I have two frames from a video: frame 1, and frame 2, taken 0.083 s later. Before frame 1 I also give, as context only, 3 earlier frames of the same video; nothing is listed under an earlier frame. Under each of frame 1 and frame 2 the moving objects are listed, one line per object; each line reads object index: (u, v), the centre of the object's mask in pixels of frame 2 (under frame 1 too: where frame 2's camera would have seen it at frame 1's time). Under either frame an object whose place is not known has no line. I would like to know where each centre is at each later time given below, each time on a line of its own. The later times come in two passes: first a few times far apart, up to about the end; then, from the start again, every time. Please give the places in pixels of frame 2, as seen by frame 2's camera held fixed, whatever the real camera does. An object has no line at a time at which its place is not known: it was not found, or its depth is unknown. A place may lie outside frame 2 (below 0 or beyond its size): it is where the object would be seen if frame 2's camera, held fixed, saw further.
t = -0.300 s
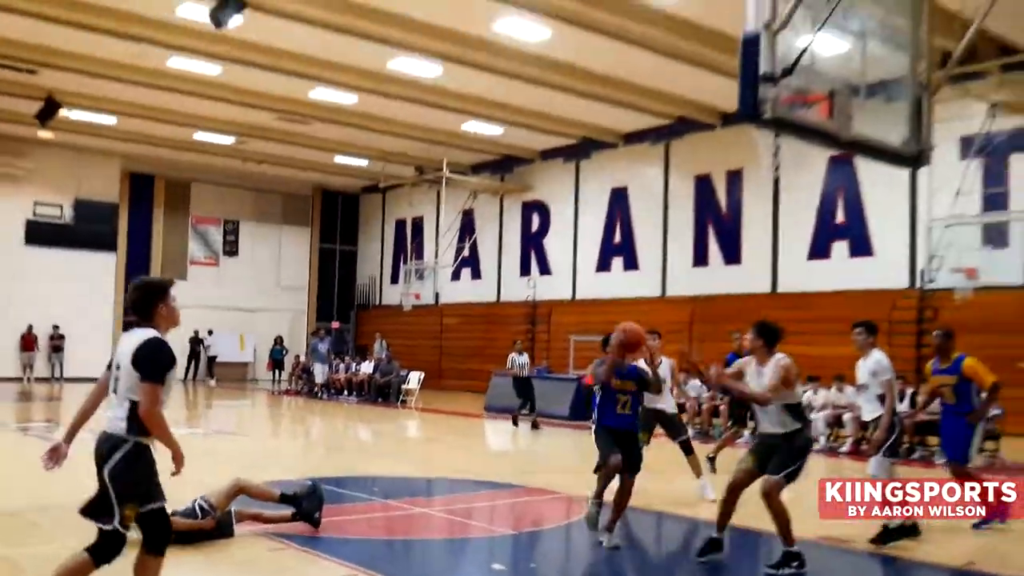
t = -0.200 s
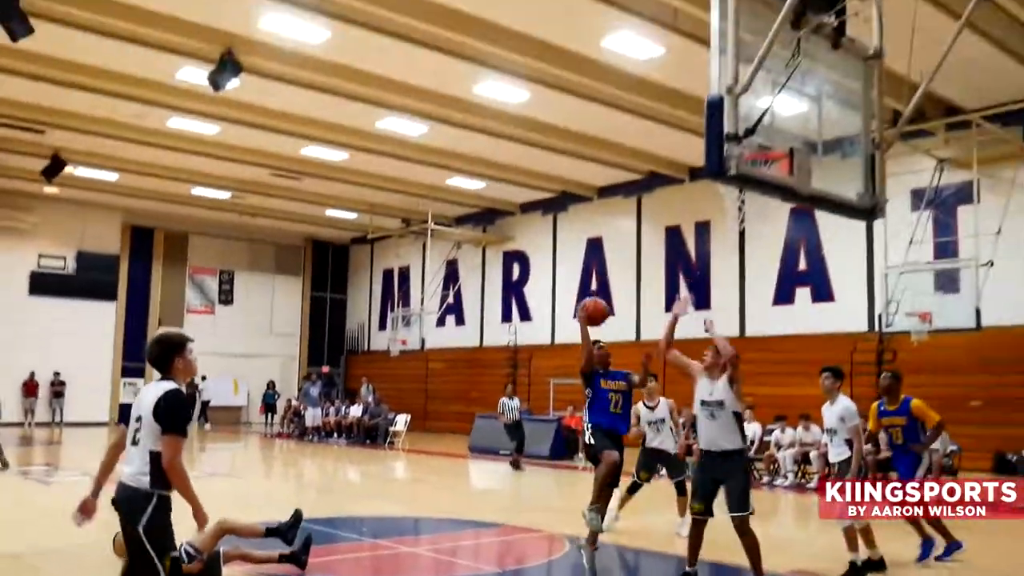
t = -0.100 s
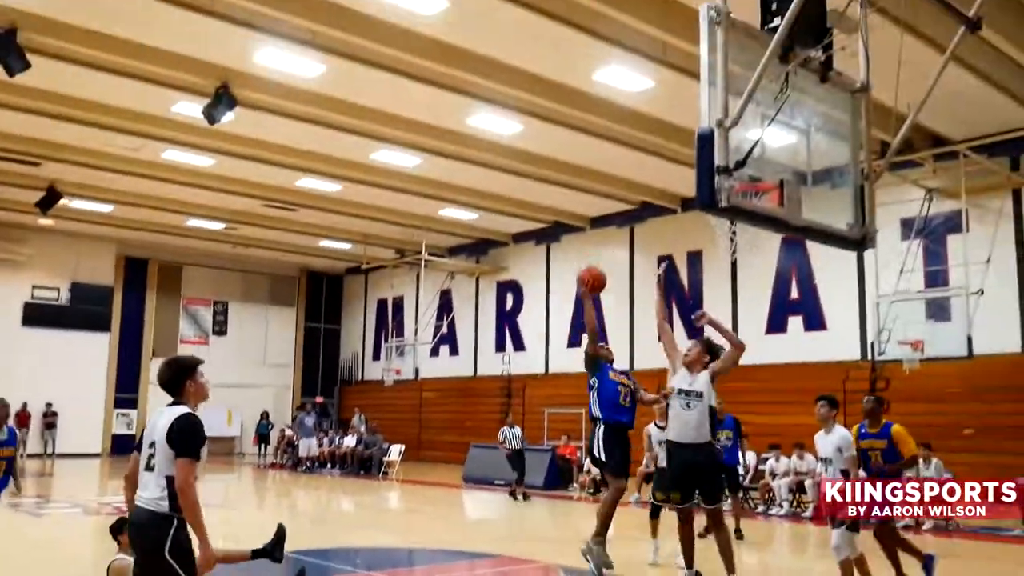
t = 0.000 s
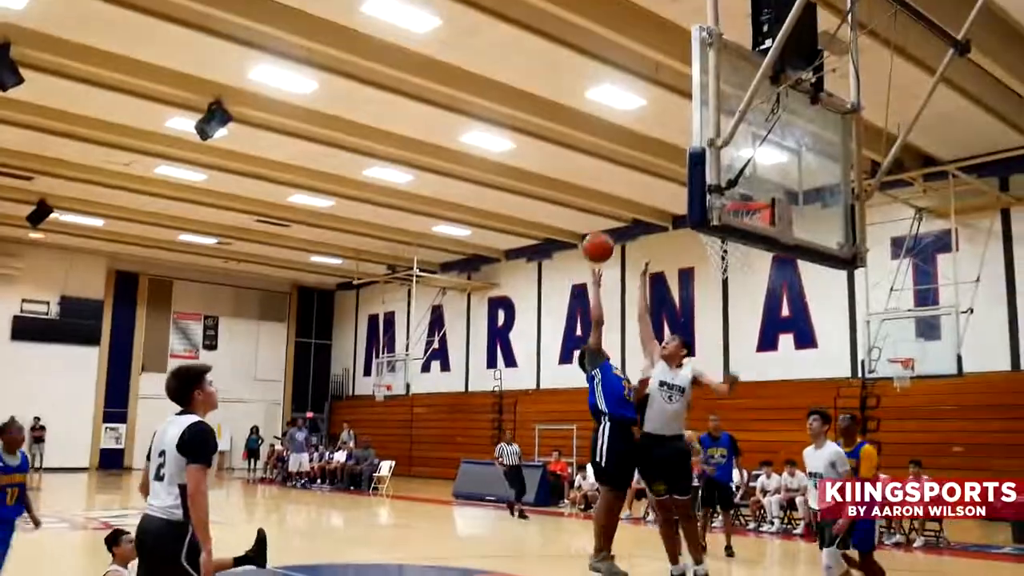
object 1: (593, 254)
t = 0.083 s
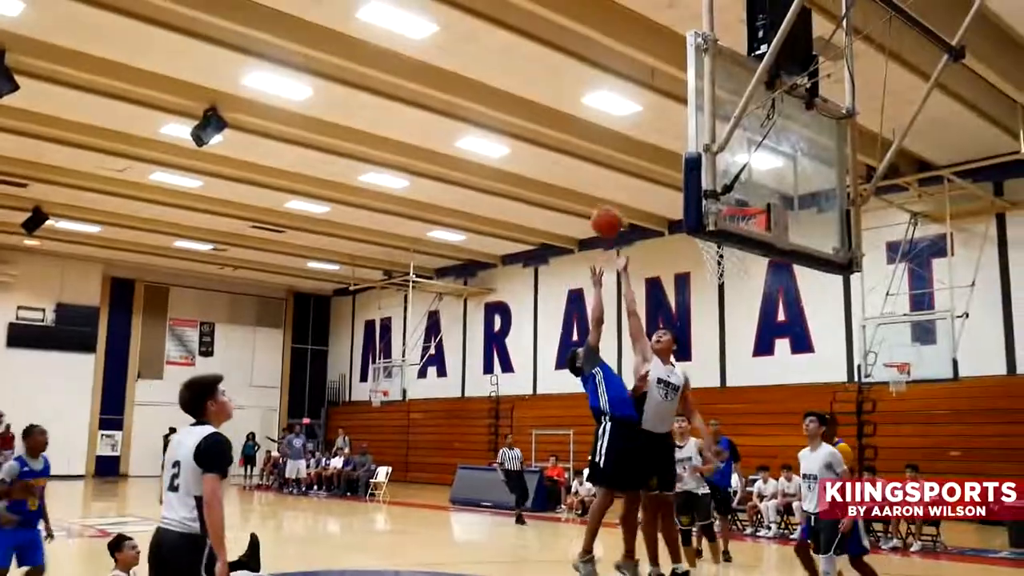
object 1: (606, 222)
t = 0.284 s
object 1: (638, 179)
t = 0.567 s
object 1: (678, 204)
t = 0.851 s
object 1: (669, 196)
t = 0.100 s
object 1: (610, 217)
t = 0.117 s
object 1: (612, 211)
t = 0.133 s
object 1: (614, 207)
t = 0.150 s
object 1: (617, 201)
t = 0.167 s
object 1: (619, 198)
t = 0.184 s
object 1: (622, 194)
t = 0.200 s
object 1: (625, 191)
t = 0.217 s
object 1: (628, 187)
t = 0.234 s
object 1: (631, 185)
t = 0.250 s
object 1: (633, 183)
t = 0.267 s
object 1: (636, 181)
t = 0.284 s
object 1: (638, 179)
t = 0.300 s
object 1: (641, 177)
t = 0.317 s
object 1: (644, 176)
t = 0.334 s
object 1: (646, 175)
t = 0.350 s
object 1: (650, 175)
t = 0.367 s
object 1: (653, 175)
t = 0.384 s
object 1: (655, 176)
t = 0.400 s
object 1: (658, 176)
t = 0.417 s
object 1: (660, 177)
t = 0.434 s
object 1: (663, 178)
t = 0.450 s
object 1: (667, 181)
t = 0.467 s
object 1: (669, 183)
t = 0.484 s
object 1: (671, 185)
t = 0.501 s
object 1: (672, 188)
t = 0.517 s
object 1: (674, 192)
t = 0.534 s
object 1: (676, 195)
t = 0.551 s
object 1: (676, 201)
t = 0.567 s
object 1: (678, 204)
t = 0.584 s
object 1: (679, 207)
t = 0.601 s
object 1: (678, 204)
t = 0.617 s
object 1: (678, 202)
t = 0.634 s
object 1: (677, 200)
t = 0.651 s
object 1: (676, 198)
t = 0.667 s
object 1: (675, 196)
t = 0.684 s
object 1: (675, 193)
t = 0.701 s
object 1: (675, 191)
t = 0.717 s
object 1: (674, 191)
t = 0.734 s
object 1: (674, 190)
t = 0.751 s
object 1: (673, 189)
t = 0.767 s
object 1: (673, 189)
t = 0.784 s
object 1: (672, 190)
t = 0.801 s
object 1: (671, 191)
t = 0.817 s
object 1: (670, 193)
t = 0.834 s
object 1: (670, 194)
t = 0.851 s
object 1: (669, 196)
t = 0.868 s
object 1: (668, 199)
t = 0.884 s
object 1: (666, 202)
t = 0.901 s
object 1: (665, 205)
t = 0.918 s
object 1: (664, 209)
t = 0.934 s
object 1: (665, 214)
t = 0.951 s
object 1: (663, 217)
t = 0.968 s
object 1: (662, 222)
